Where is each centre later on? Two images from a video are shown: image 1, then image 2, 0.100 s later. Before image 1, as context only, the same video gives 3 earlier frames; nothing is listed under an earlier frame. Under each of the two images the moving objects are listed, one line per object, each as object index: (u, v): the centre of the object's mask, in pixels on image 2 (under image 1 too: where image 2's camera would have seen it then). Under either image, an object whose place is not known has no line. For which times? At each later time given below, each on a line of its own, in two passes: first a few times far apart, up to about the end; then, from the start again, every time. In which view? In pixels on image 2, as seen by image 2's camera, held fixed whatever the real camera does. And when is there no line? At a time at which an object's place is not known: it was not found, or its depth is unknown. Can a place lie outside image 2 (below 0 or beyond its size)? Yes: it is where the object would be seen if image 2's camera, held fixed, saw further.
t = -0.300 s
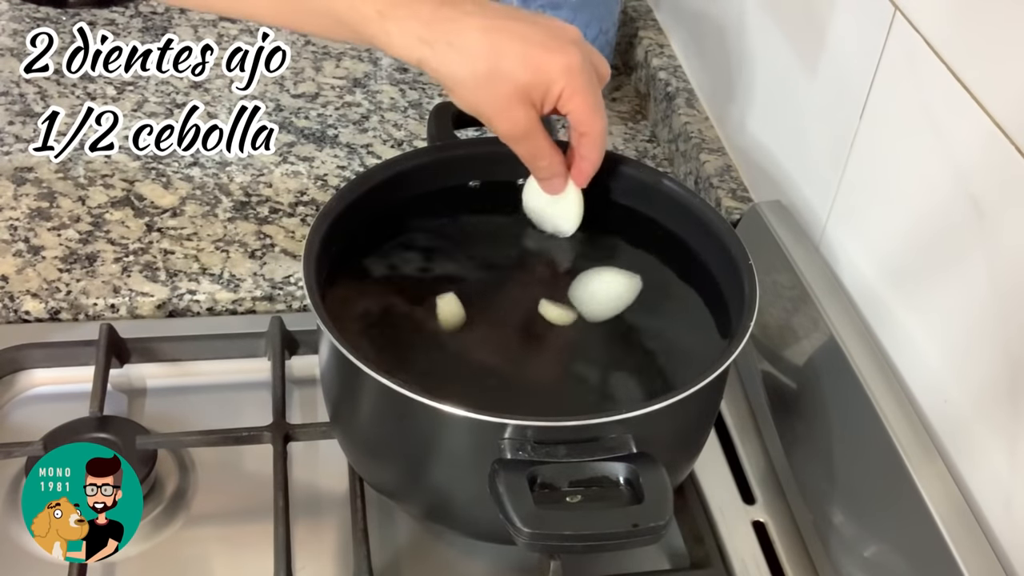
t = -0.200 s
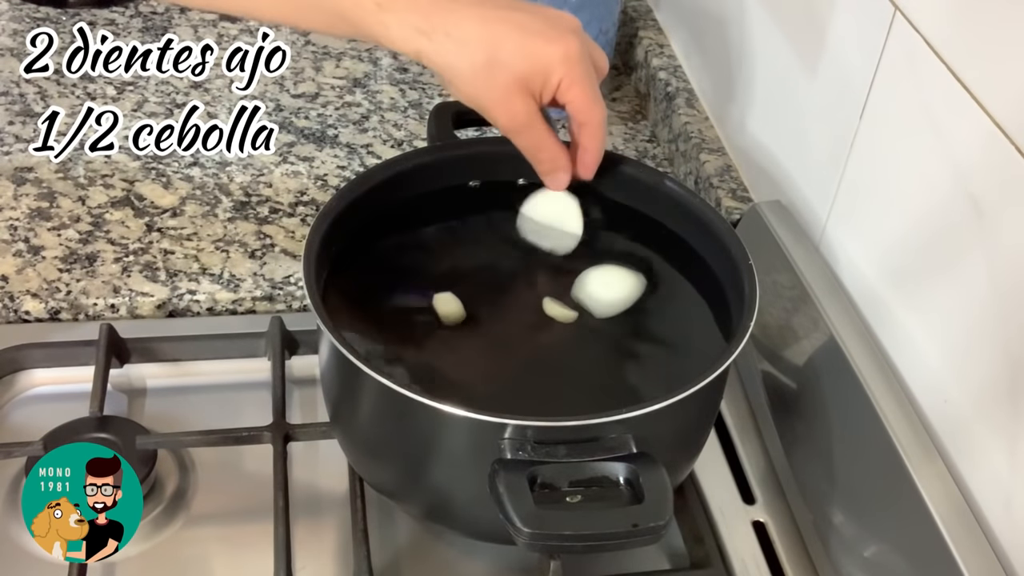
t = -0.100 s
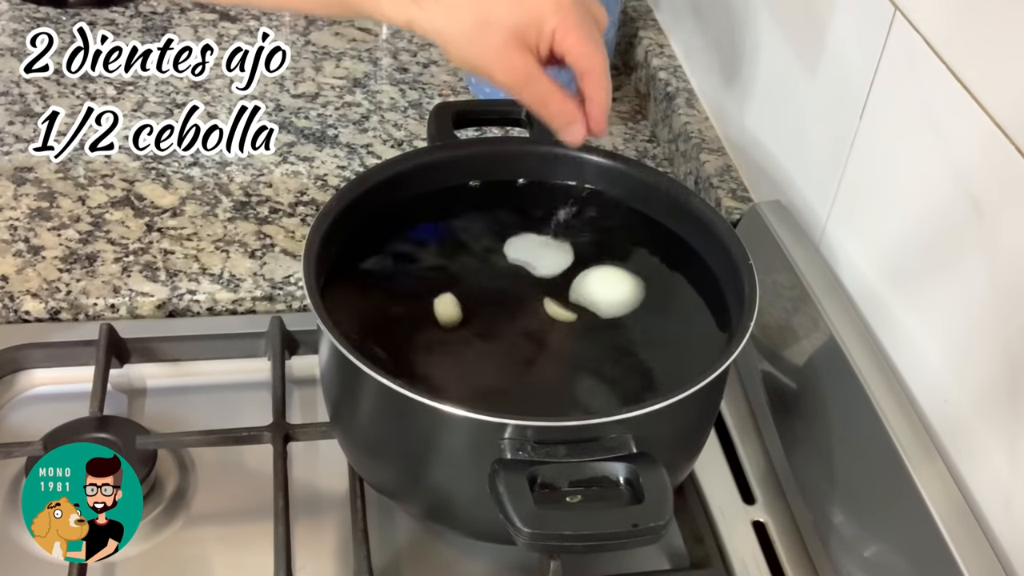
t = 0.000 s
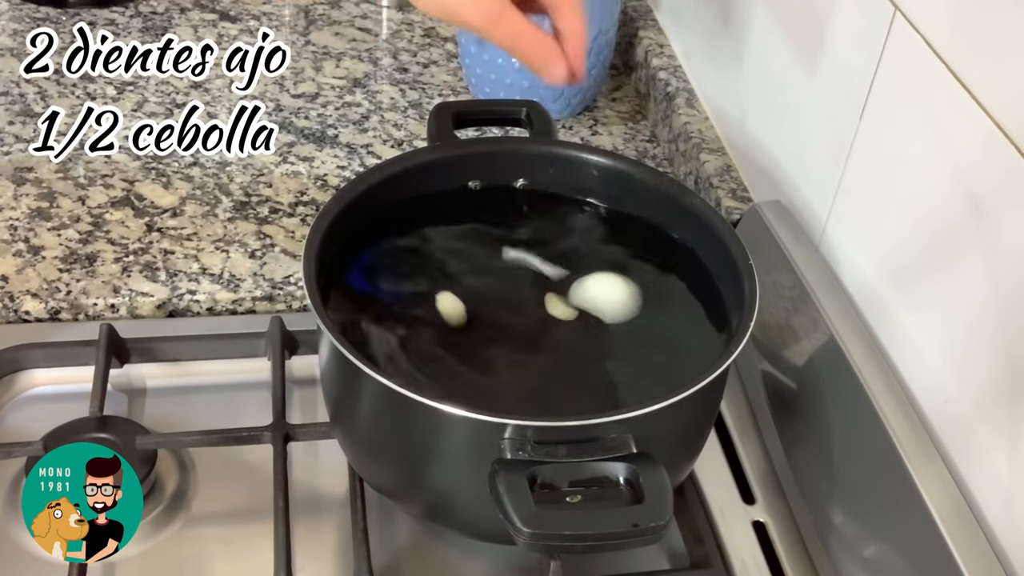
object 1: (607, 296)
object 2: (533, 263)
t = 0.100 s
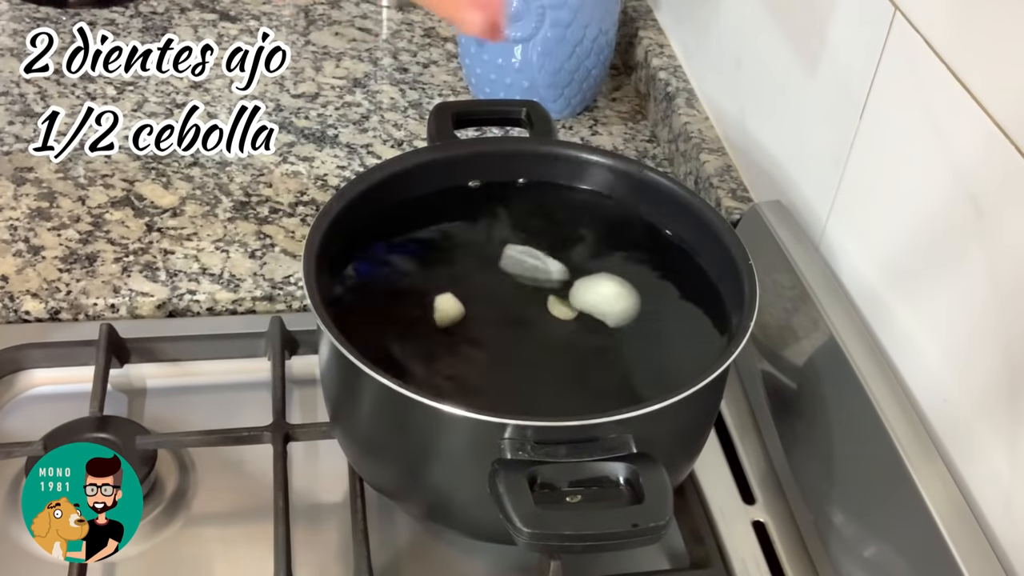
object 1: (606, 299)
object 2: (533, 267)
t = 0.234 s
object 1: (610, 299)
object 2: (537, 265)
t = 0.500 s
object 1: (612, 304)
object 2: (537, 270)
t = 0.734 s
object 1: (616, 299)
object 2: (541, 268)
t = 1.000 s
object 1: (615, 302)
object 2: (546, 263)
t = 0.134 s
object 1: (606, 298)
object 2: (534, 267)
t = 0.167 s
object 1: (607, 298)
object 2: (535, 263)
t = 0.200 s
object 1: (609, 299)
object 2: (536, 264)
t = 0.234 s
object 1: (610, 299)
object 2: (537, 265)
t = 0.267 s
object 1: (611, 299)
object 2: (537, 266)
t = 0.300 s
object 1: (610, 299)
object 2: (537, 267)
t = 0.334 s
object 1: (611, 299)
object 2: (538, 268)
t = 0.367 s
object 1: (611, 300)
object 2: (538, 268)
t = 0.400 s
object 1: (613, 302)
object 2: (538, 267)
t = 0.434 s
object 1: (613, 304)
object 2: (537, 268)
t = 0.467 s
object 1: (613, 306)
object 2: (537, 269)
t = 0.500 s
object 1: (612, 304)
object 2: (537, 270)
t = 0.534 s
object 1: (612, 304)
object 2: (538, 271)
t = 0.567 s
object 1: (613, 304)
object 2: (538, 271)
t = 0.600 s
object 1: (614, 304)
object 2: (540, 270)
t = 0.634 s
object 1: (615, 304)
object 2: (540, 268)
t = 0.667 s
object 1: (615, 303)
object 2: (540, 269)
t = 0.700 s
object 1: (615, 300)
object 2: (541, 269)
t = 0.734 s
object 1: (616, 299)
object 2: (541, 268)
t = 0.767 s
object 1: (617, 298)
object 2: (542, 267)
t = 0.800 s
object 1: (618, 298)
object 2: (543, 266)
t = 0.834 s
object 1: (618, 297)
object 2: (544, 266)
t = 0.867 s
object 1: (618, 298)
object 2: (544, 265)
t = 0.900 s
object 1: (617, 298)
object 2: (544, 265)
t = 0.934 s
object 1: (616, 299)
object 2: (545, 264)
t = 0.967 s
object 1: (616, 301)
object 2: (545, 264)
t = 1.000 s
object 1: (615, 302)
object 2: (546, 263)
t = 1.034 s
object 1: (615, 303)
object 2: (547, 263)
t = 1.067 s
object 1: (615, 305)
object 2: (547, 263)
